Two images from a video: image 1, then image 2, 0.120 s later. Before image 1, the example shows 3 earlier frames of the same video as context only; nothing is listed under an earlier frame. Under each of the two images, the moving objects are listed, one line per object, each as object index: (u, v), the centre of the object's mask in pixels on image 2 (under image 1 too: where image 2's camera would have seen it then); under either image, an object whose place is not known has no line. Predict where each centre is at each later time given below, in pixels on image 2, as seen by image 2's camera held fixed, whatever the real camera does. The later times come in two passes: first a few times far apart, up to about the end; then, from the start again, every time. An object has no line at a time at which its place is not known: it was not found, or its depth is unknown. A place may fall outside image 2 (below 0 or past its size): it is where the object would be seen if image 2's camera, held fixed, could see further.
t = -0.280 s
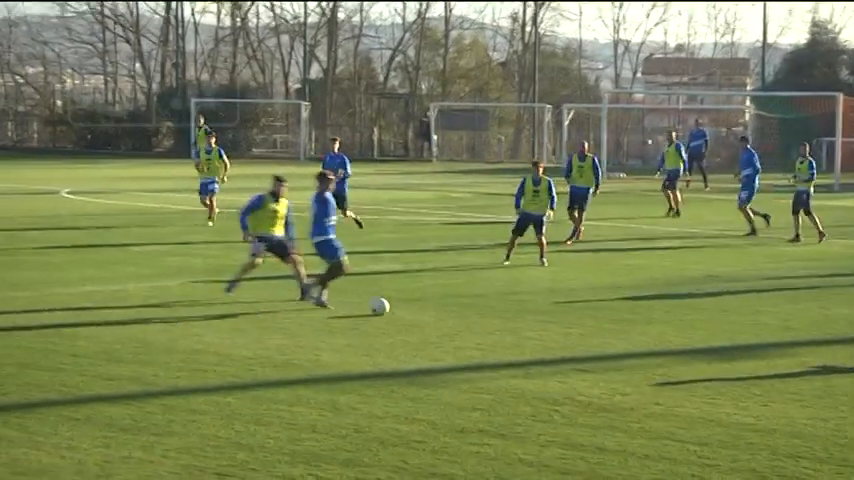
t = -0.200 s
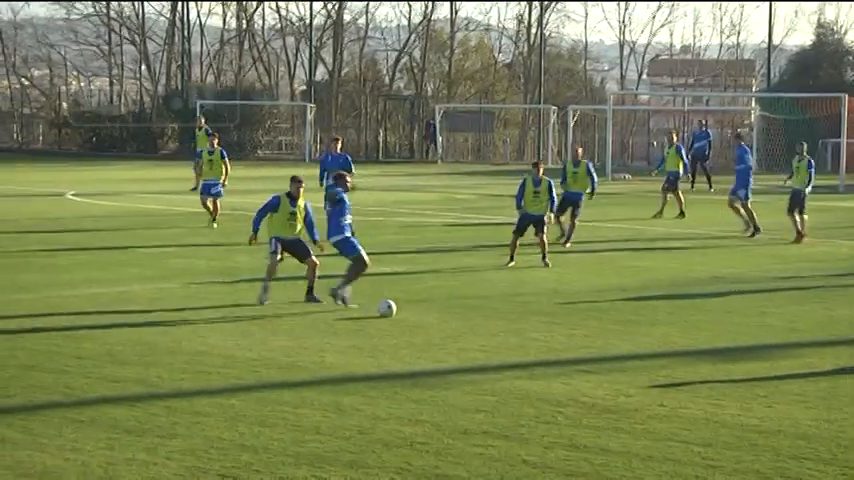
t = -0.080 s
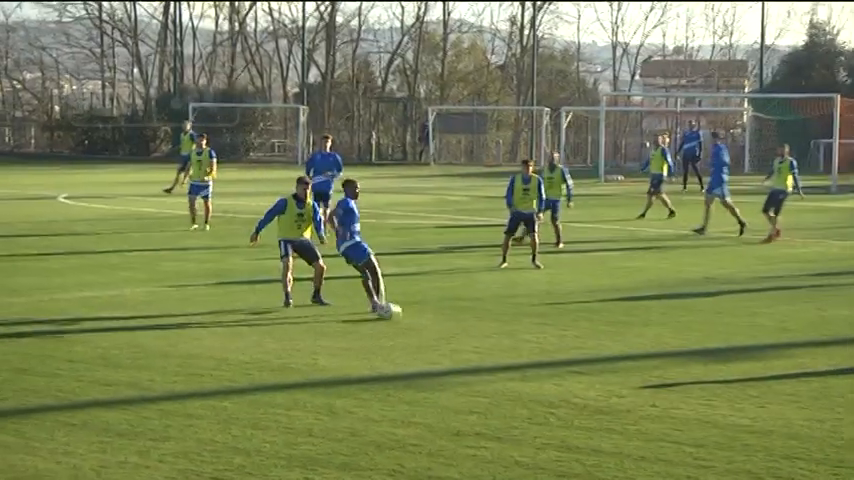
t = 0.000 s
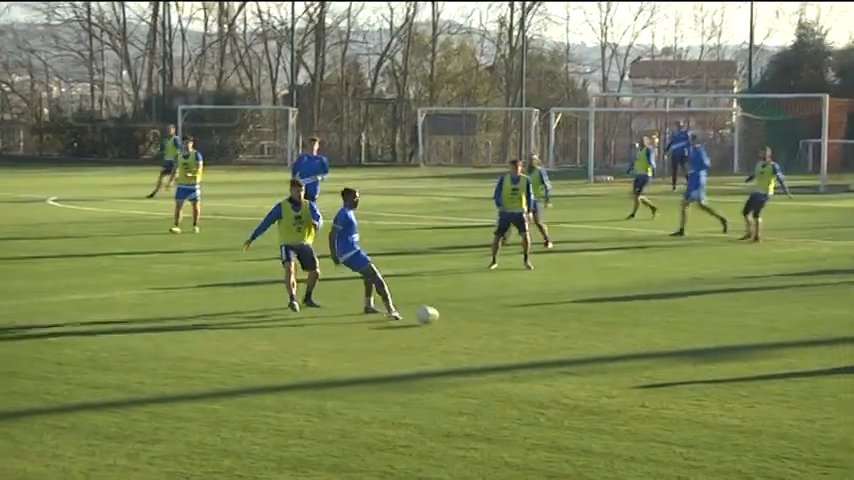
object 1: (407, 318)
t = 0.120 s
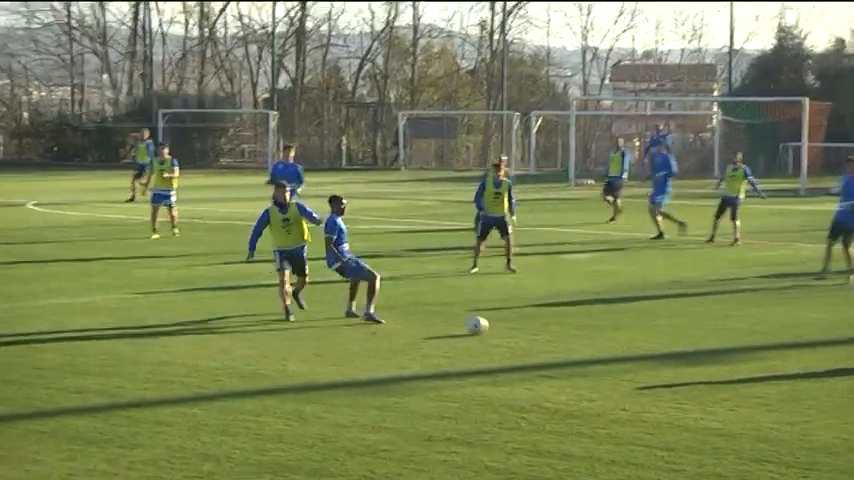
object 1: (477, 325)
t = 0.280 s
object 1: (567, 333)
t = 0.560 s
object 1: (714, 346)
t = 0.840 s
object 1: (845, 360)
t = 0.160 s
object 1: (500, 327)
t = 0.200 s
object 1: (523, 328)
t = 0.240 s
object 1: (547, 332)
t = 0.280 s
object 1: (567, 333)
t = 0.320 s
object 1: (589, 335)
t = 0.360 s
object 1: (610, 338)
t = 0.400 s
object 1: (631, 339)
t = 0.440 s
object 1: (652, 340)
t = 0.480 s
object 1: (672, 343)
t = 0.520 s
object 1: (693, 344)
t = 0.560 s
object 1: (714, 346)
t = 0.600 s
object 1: (733, 349)
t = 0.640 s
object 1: (754, 351)
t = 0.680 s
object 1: (773, 352)
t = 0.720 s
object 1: (791, 354)
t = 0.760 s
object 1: (811, 356)
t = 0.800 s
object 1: (828, 358)
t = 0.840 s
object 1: (845, 360)
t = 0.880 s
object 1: (861, 361)
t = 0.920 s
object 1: (879, 363)
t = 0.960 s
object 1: (895, 364)
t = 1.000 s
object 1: (910, 366)
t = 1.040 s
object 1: (927, 368)
